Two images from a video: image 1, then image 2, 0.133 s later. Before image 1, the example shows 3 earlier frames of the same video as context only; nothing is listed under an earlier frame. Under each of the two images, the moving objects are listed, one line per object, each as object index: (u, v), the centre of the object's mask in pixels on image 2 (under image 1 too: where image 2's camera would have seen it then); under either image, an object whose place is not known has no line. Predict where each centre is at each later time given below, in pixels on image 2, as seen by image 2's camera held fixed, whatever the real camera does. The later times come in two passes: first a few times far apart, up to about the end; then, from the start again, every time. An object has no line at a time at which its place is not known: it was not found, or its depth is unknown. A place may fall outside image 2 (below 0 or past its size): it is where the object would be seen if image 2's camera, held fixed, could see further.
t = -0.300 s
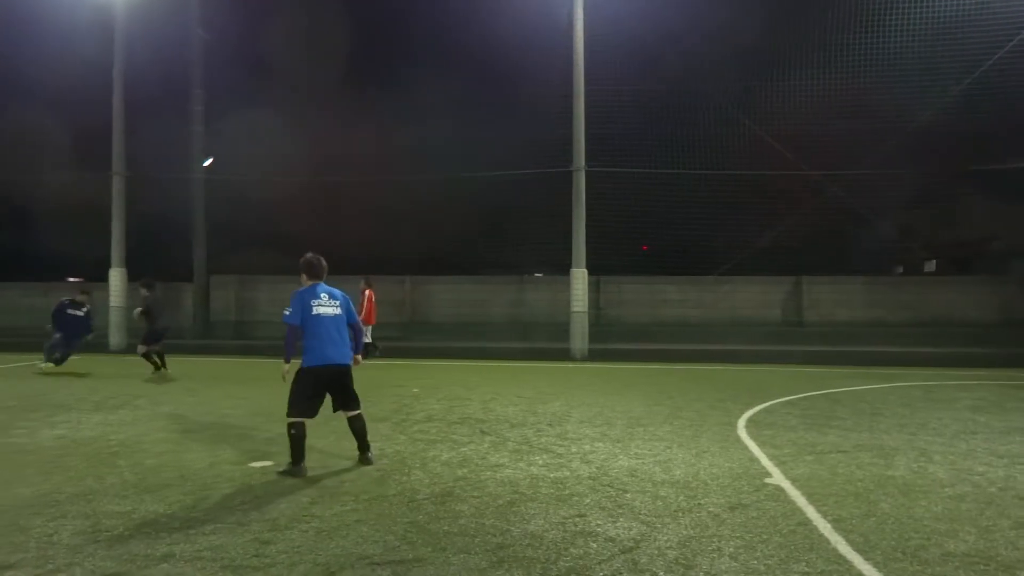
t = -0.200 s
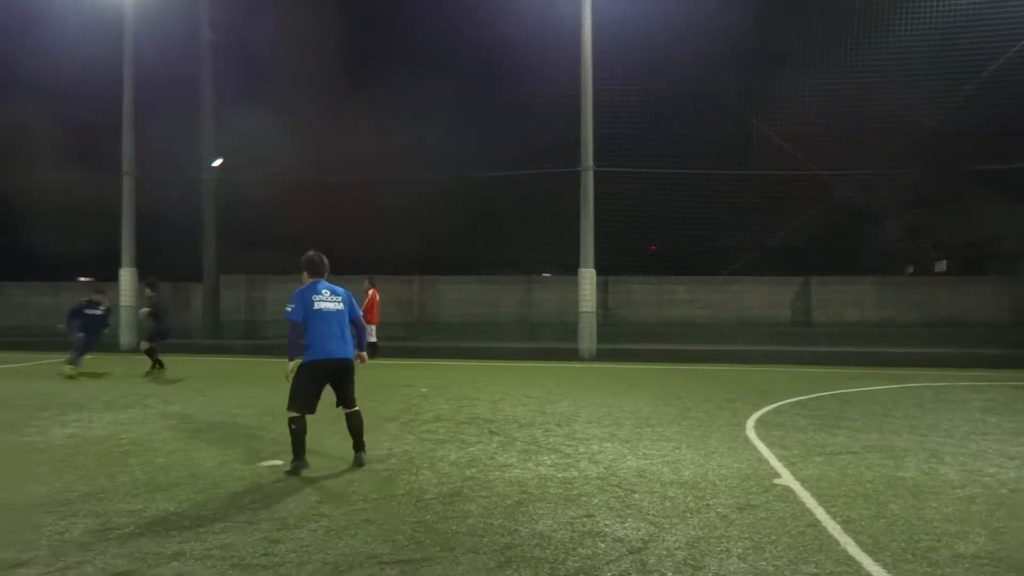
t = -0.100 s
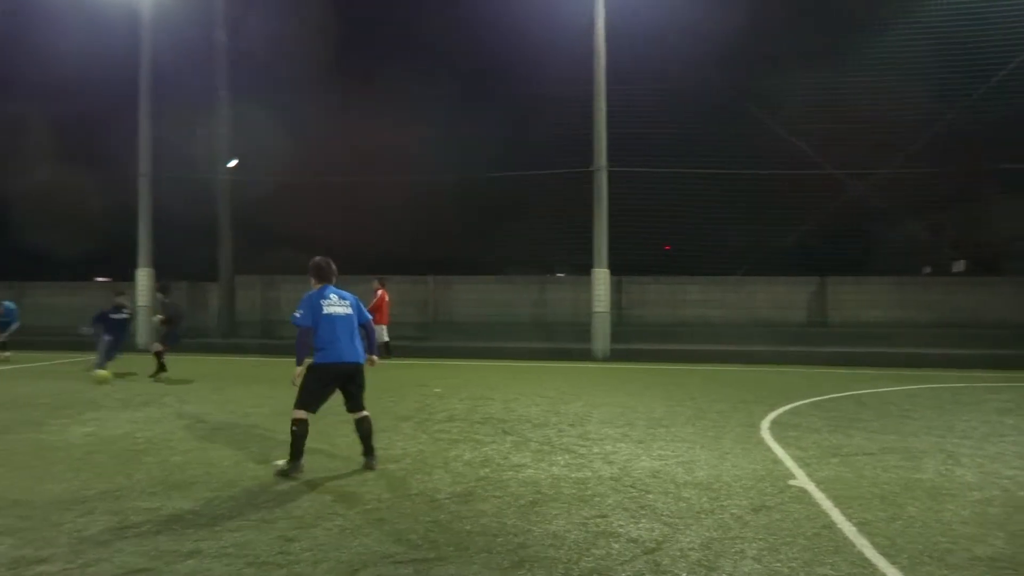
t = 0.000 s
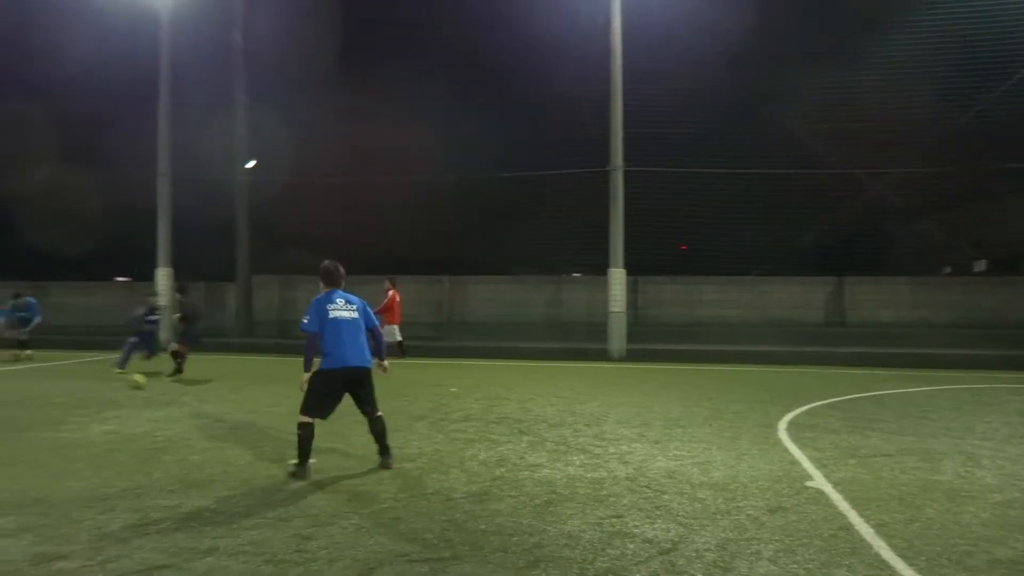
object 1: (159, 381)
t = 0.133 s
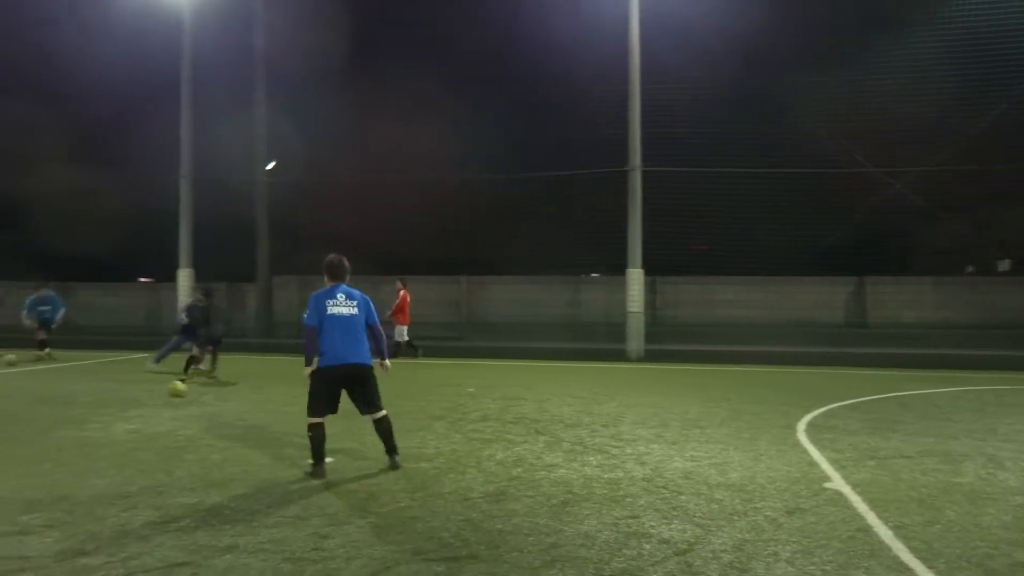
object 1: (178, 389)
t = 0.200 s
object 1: (186, 392)
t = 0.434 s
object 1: (219, 408)
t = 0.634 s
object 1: (245, 422)
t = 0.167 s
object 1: (182, 391)
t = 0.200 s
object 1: (186, 392)
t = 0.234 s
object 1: (191, 395)
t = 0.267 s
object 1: (196, 397)
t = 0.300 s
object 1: (202, 399)
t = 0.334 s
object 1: (205, 401)
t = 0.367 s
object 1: (210, 404)
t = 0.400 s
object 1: (215, 406)
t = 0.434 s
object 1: (219, 408)
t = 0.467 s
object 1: (223, 410)
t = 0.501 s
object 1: (228, 413)
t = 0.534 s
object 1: (232, 414)
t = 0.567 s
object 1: (236, 417)
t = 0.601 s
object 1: (241, 420)
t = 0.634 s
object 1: (245, 422)
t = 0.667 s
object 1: (250, 424)
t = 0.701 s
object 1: (255, 427)
